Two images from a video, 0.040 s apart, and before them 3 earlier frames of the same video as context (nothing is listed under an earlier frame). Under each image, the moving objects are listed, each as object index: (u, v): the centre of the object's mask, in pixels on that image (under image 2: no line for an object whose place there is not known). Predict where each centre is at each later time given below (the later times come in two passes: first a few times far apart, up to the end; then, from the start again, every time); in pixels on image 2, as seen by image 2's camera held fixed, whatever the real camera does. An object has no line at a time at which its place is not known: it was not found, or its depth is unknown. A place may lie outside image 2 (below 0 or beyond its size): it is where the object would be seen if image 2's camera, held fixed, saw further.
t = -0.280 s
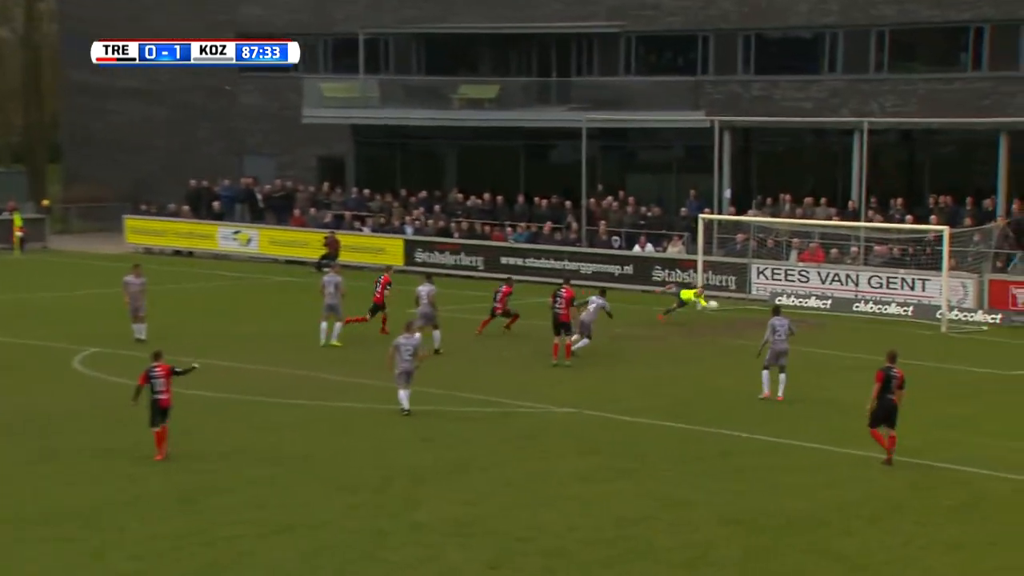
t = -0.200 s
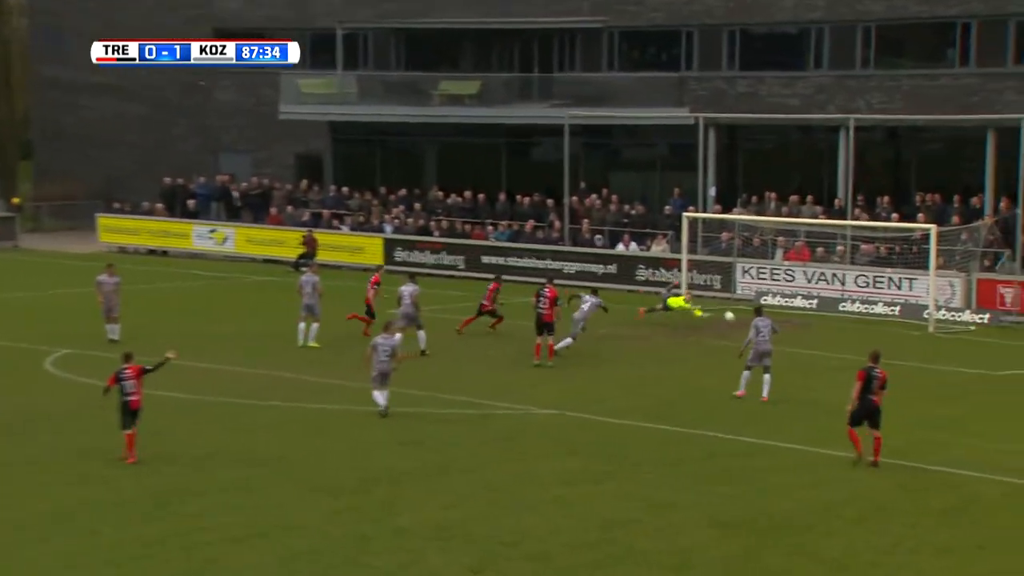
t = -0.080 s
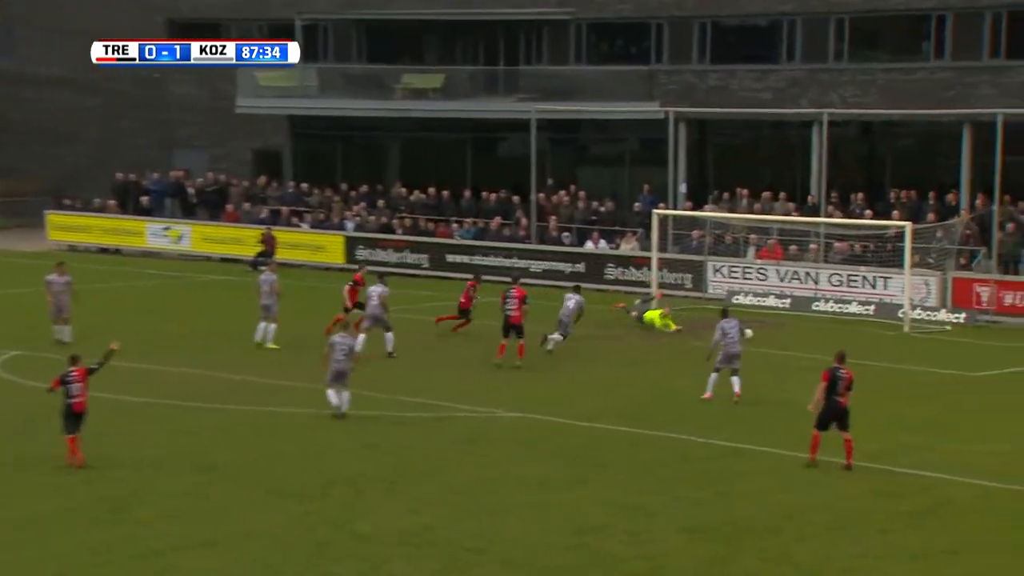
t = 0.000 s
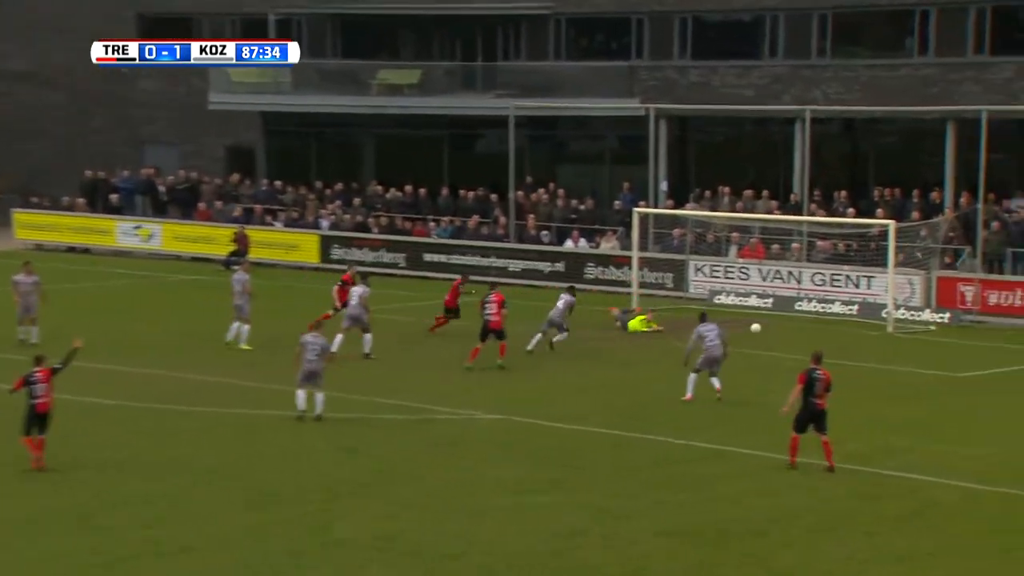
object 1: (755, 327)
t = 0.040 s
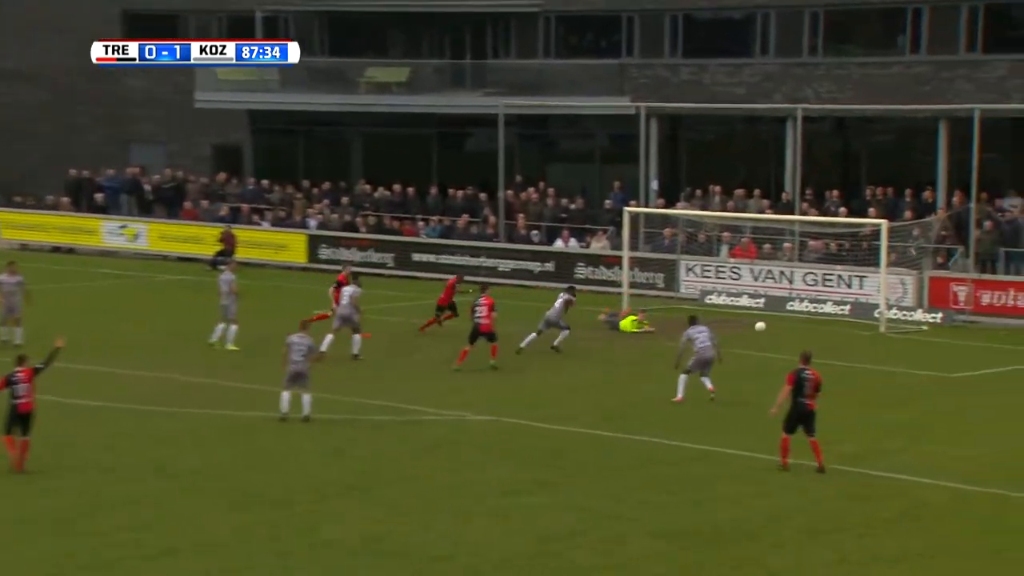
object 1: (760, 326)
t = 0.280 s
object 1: (840, 333)
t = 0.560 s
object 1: (929, 347)
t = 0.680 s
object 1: (964, 351)
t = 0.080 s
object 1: (773, 325)
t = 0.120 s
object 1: (786, 325)
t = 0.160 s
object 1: (800, 326)
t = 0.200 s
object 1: (813, 327)
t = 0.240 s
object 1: (827, 329)
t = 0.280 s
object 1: (840, 333)
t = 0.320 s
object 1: (853, 337)
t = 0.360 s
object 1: (867, 342)
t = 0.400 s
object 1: (880, 347)
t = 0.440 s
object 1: (892, 350)
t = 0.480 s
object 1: (904, 348)
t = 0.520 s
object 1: (916, 347)
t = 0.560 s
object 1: (929, 347)
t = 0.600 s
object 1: (941, 347)
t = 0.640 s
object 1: (952, 349)
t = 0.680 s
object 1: (964, 351)
